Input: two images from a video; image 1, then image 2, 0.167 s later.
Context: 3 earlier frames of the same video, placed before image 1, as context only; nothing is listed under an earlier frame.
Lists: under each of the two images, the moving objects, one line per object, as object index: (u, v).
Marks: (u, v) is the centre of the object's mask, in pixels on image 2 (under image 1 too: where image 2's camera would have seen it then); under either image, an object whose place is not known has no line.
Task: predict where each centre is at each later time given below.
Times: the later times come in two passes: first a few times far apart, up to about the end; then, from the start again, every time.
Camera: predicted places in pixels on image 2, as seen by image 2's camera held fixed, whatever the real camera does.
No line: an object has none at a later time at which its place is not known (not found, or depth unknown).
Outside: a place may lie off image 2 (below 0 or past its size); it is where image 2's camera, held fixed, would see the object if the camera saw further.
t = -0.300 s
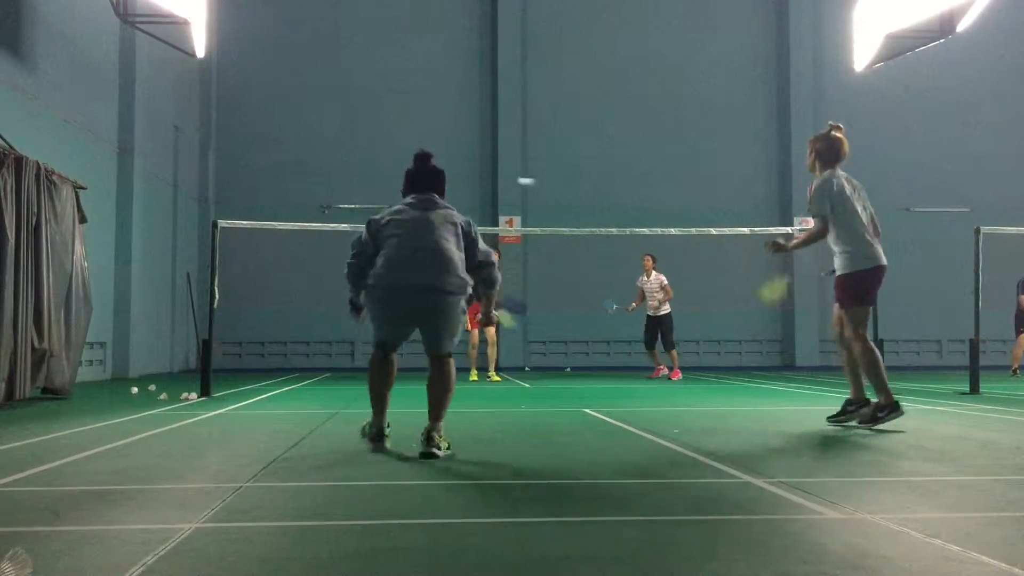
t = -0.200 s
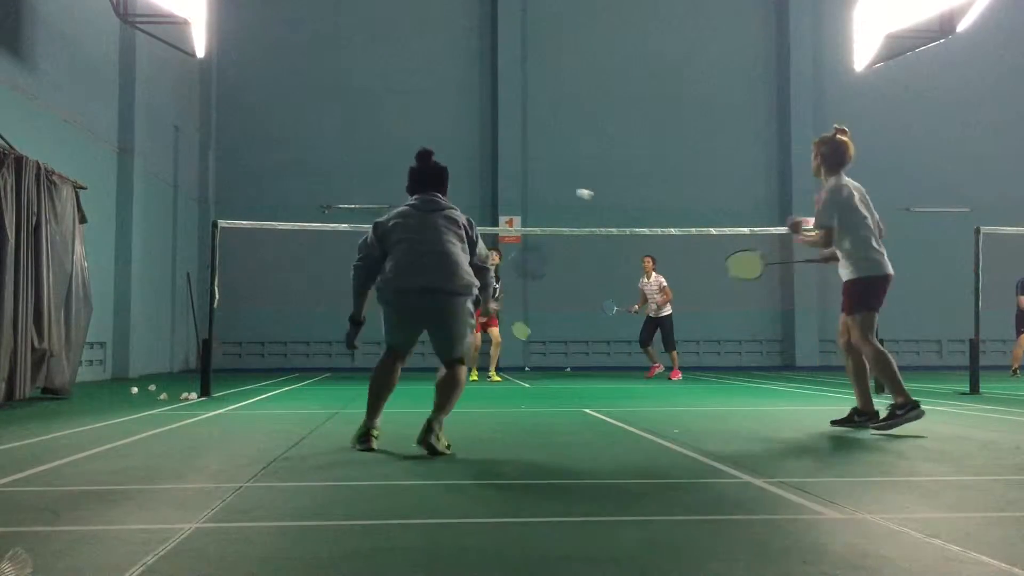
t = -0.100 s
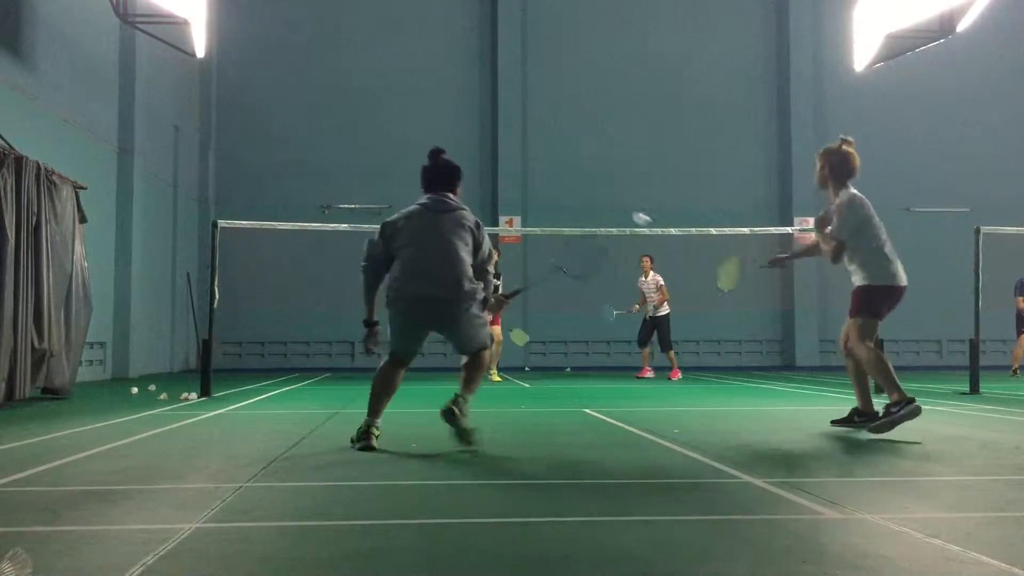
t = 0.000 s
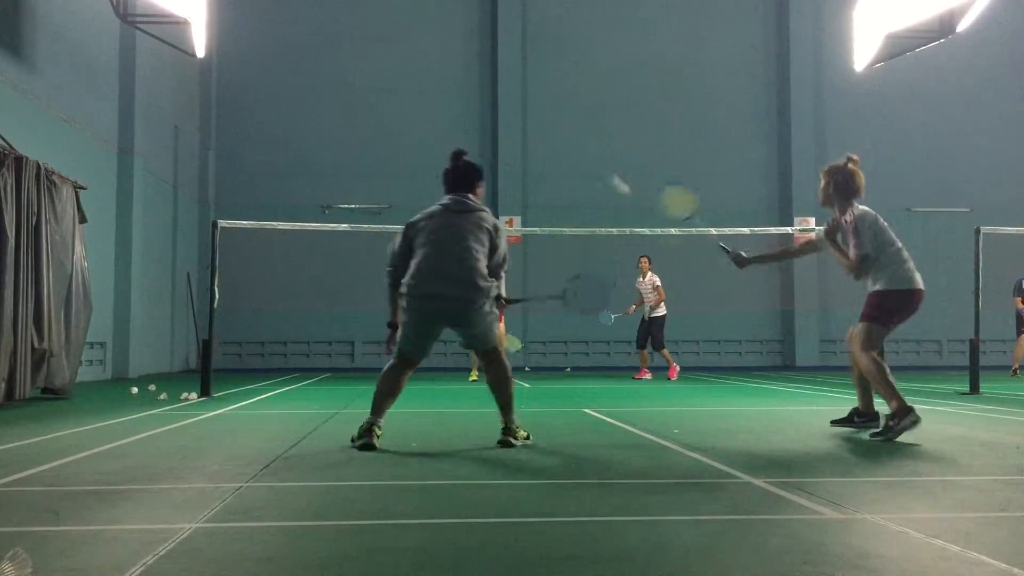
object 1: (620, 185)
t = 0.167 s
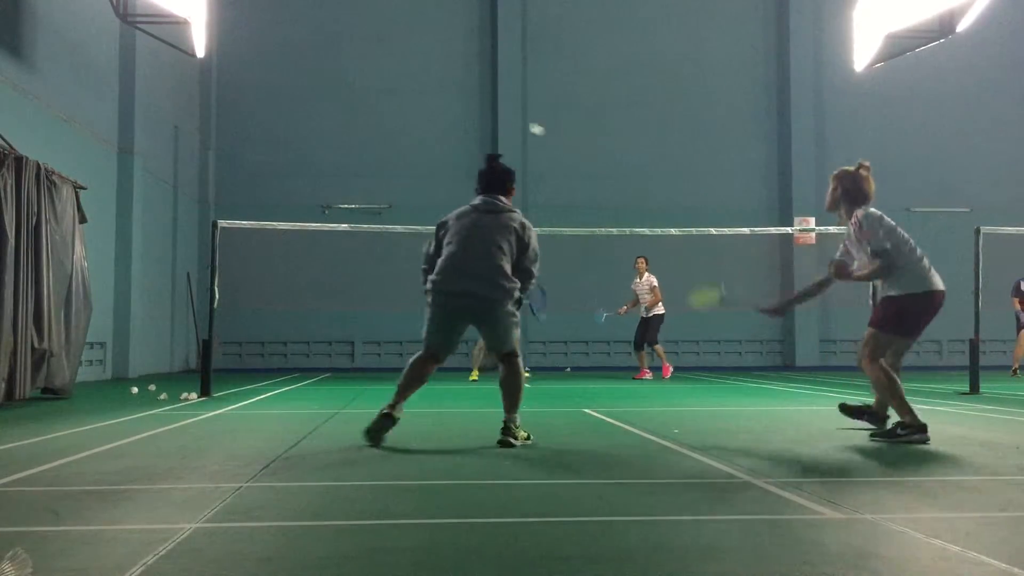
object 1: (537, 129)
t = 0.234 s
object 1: (515, 118)
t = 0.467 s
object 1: (461, 134)
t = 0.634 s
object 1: (435, 172)
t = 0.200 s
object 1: (524, 122)
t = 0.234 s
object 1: (515, 118)
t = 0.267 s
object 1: (505, 116)
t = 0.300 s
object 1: (497, 116)
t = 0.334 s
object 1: (489, 117)
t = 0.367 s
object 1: (481, 120)
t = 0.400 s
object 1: (473, 124)
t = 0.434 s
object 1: (467, 129)
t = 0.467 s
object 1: (461, 134)
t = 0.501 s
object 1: (454, 140)
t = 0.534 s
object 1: (449, 147)
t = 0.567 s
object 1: (444, 155)
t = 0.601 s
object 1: (439, 163)
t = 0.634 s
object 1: (435, 172)
